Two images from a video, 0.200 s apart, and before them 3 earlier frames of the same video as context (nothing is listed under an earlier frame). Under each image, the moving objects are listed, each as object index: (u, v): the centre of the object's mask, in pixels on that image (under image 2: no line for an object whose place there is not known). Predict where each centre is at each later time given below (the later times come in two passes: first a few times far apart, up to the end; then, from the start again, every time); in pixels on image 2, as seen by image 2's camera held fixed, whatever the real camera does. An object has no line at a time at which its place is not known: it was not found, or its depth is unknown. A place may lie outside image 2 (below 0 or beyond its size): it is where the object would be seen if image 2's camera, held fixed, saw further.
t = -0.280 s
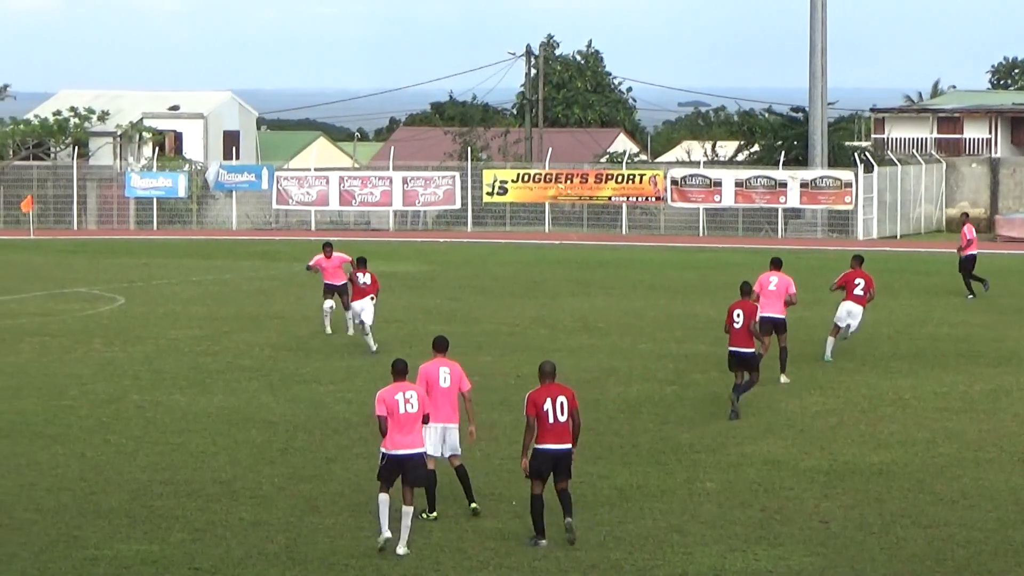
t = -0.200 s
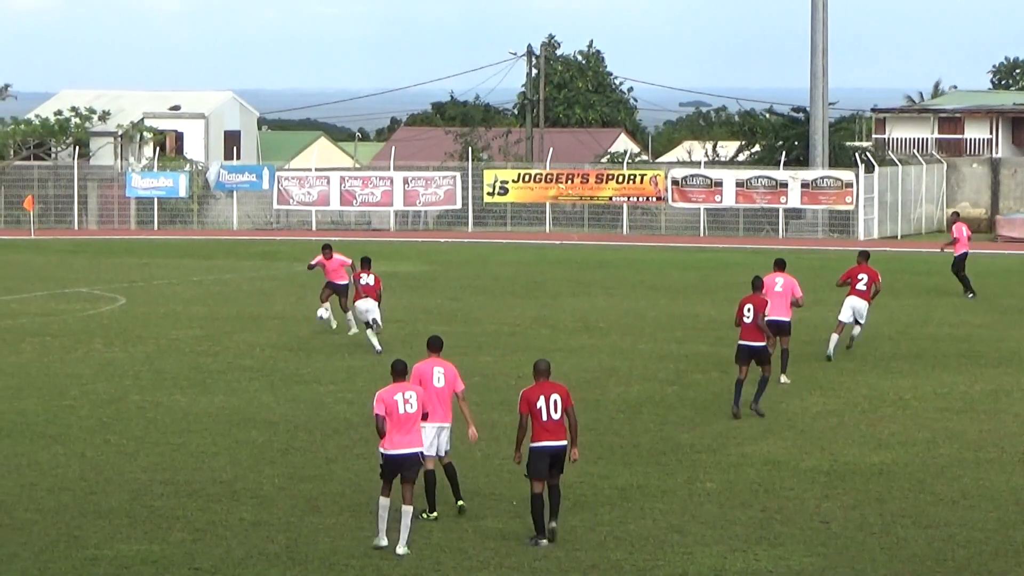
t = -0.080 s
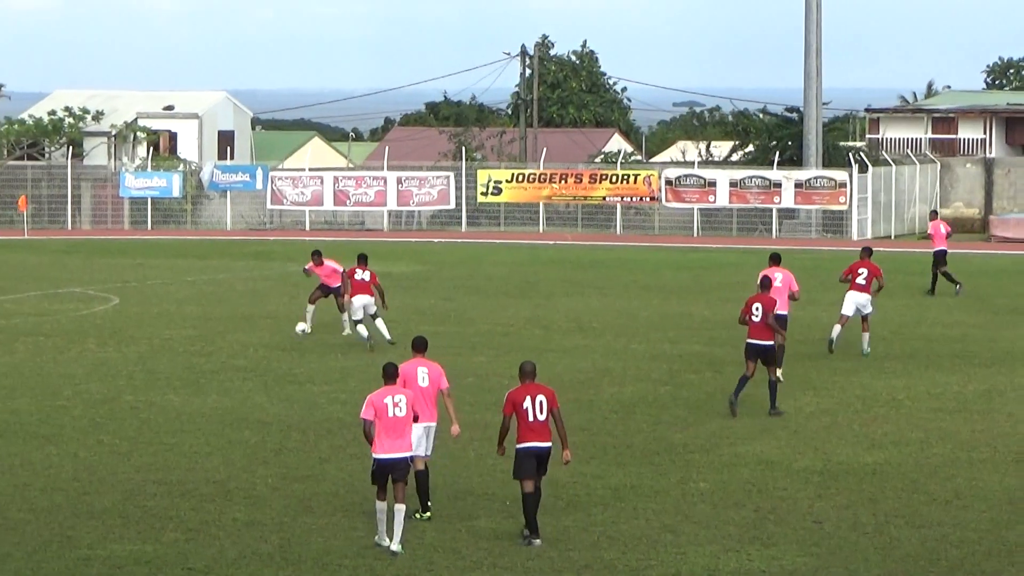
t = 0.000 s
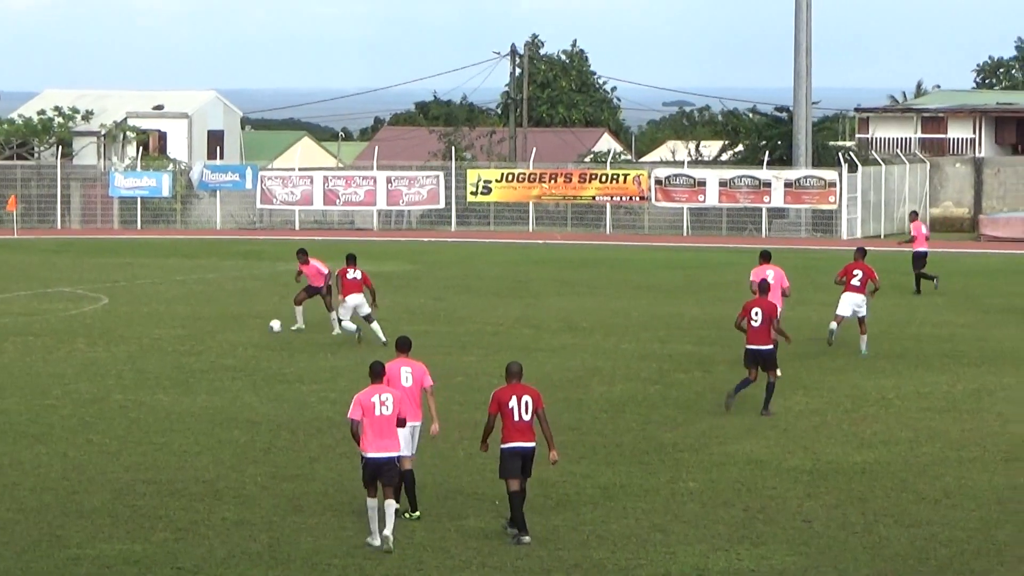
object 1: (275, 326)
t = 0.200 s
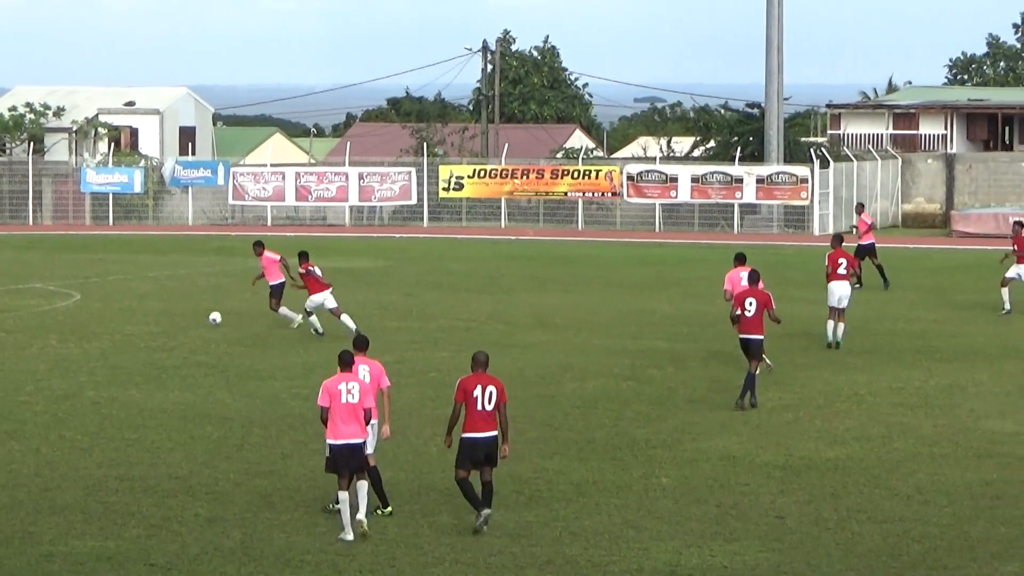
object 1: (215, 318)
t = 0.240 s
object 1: (209, 317)
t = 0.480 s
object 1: (175, 317)
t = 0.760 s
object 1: (136, 316)
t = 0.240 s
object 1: (209, 317)
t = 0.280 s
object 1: (204, 317)
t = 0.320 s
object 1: (198, 318)
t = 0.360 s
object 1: (192, 319)
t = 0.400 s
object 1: (186, 320)
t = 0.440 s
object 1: (181, 318)
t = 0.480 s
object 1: (175, 317)
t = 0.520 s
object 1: (170, 317)
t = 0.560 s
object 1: (164, 318)
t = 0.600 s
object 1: (158, 318)
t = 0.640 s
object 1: (153, 317)
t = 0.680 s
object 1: (147, 317)
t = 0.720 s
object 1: (142, 318)
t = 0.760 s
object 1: (136, 316)
